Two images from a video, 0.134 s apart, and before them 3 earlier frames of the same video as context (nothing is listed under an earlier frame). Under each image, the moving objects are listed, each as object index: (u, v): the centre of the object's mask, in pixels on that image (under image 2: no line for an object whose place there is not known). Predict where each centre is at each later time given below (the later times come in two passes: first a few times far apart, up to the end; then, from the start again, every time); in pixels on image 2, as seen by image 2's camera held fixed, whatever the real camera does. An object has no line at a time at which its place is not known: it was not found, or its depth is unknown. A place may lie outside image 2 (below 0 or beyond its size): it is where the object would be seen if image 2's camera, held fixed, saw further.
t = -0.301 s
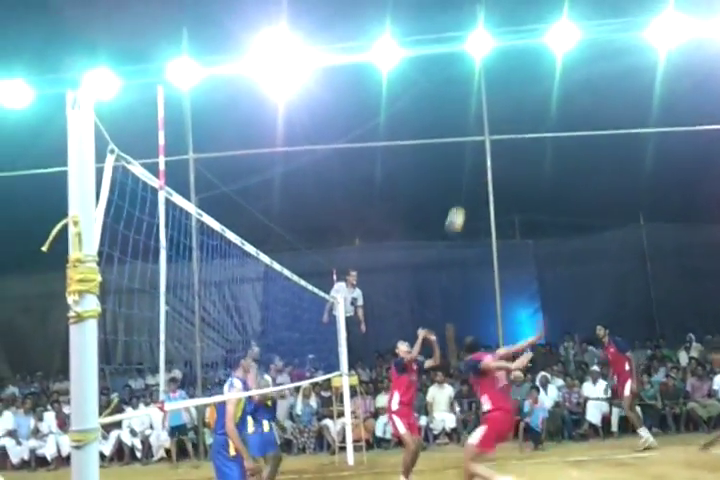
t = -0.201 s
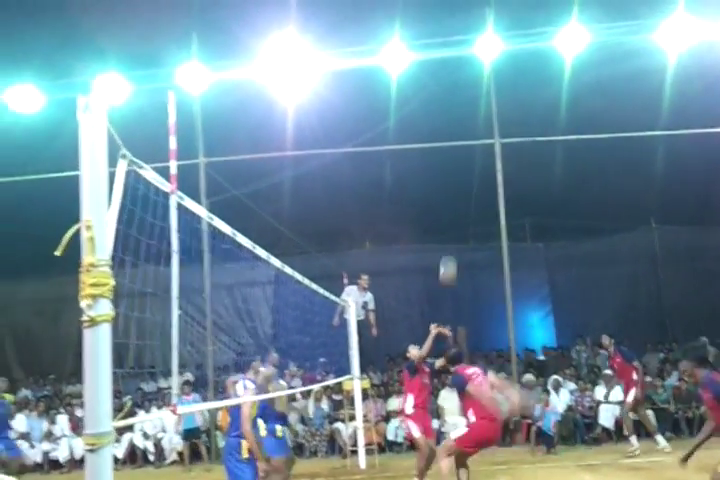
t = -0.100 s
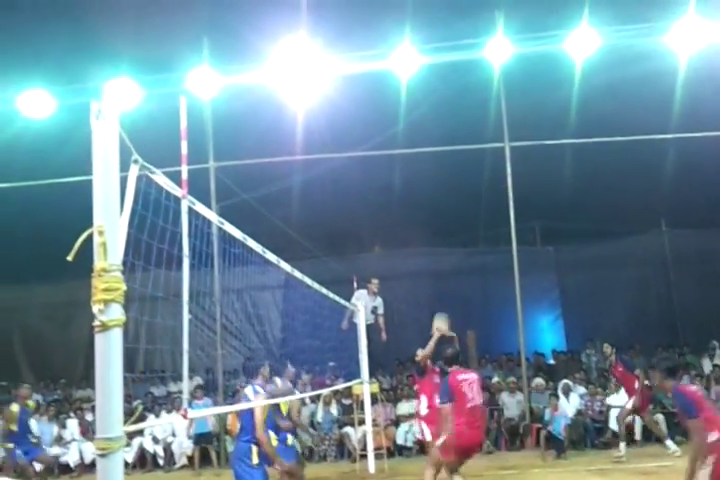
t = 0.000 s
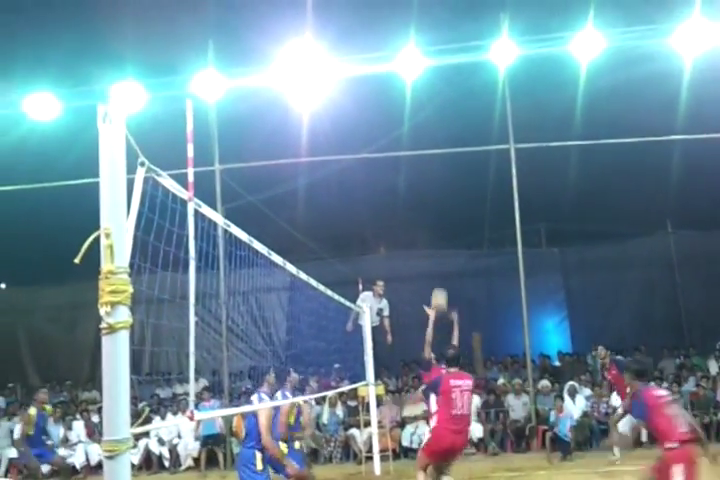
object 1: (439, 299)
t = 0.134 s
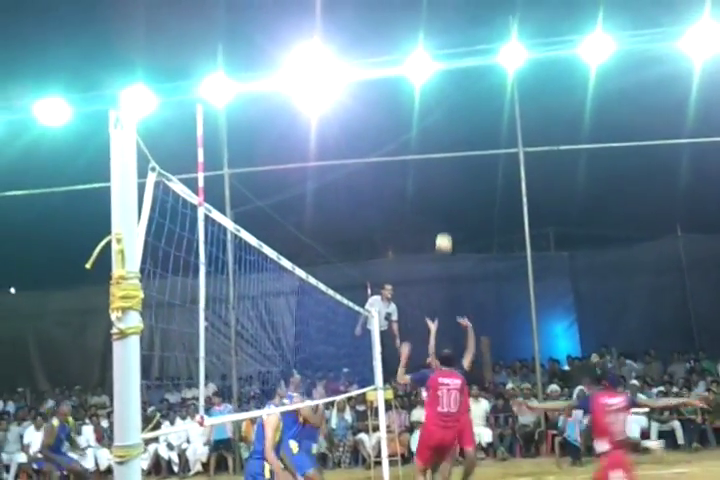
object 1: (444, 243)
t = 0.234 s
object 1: (441, 209)
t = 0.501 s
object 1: (438, 159)
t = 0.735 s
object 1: (439, 159)
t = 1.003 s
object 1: (443, 205)
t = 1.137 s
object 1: (446, 243)
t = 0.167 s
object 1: (443, 231)
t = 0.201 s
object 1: (442, 219)
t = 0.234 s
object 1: (441, 209)
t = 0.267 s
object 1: (441, 199)
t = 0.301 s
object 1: (440, 191)
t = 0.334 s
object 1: (440, 184)
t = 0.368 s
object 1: (439, 177)
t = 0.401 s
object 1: (439, 171)
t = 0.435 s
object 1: (439, 167)
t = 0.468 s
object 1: (438, 162)
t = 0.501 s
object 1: (438, 159)
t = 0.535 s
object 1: (438, 157)
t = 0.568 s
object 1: (438, 155)
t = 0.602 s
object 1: (439, 155)
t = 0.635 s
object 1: (439, 155)
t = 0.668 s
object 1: (439, 155)
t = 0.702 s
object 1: (439, 157)
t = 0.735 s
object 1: (439, 159)
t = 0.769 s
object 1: (439, 162)
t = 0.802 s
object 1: (440, 166)
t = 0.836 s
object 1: (441, 171)
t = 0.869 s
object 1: (441, 176)
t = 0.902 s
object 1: (441, 182)
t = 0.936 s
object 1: (442, 189)
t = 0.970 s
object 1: (443, 196)
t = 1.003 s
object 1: (443, 205)
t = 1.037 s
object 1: (444, 213)
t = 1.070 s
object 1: (444, 223)
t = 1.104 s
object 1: (445, 232)
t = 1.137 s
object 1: (446, 243)
